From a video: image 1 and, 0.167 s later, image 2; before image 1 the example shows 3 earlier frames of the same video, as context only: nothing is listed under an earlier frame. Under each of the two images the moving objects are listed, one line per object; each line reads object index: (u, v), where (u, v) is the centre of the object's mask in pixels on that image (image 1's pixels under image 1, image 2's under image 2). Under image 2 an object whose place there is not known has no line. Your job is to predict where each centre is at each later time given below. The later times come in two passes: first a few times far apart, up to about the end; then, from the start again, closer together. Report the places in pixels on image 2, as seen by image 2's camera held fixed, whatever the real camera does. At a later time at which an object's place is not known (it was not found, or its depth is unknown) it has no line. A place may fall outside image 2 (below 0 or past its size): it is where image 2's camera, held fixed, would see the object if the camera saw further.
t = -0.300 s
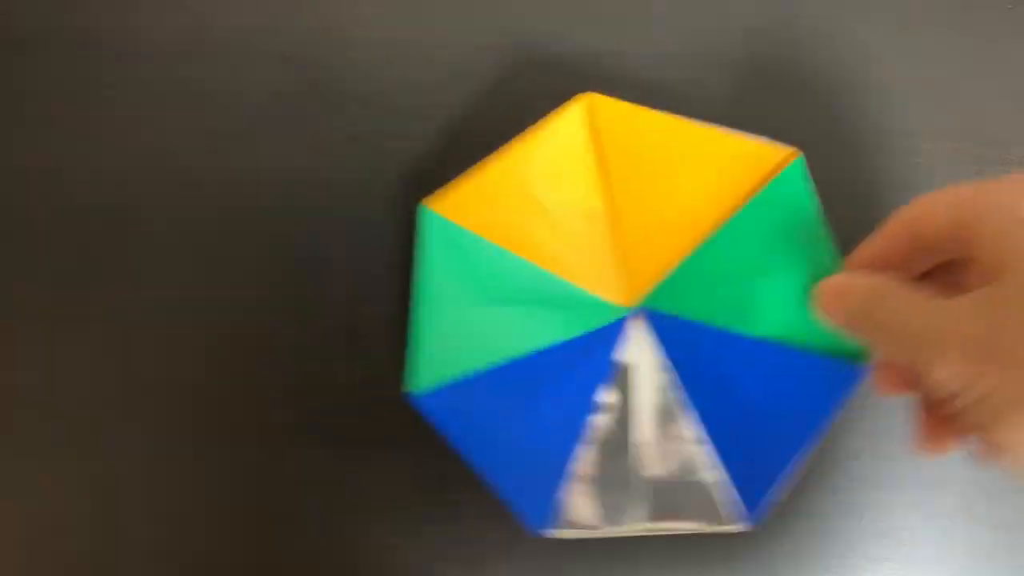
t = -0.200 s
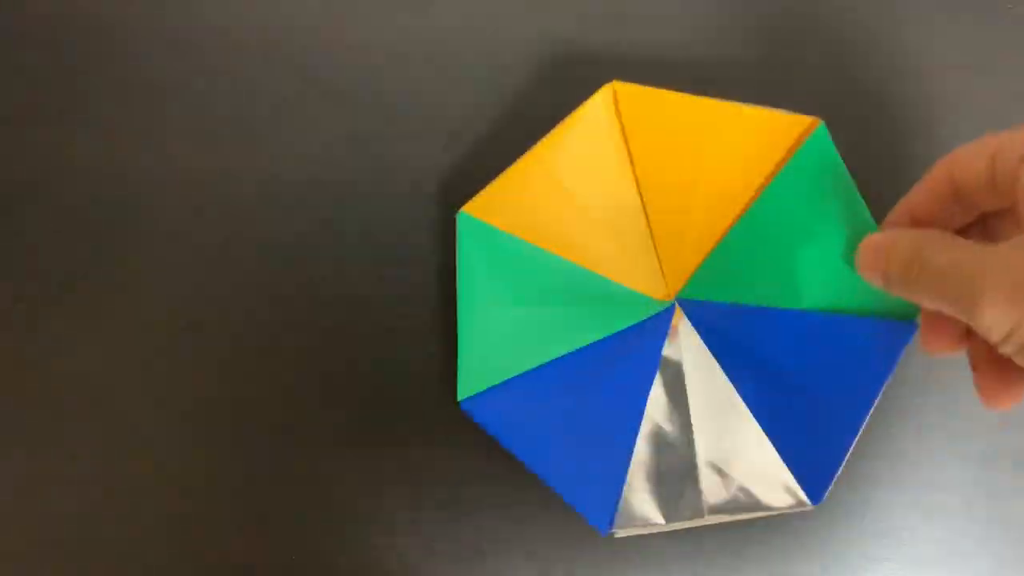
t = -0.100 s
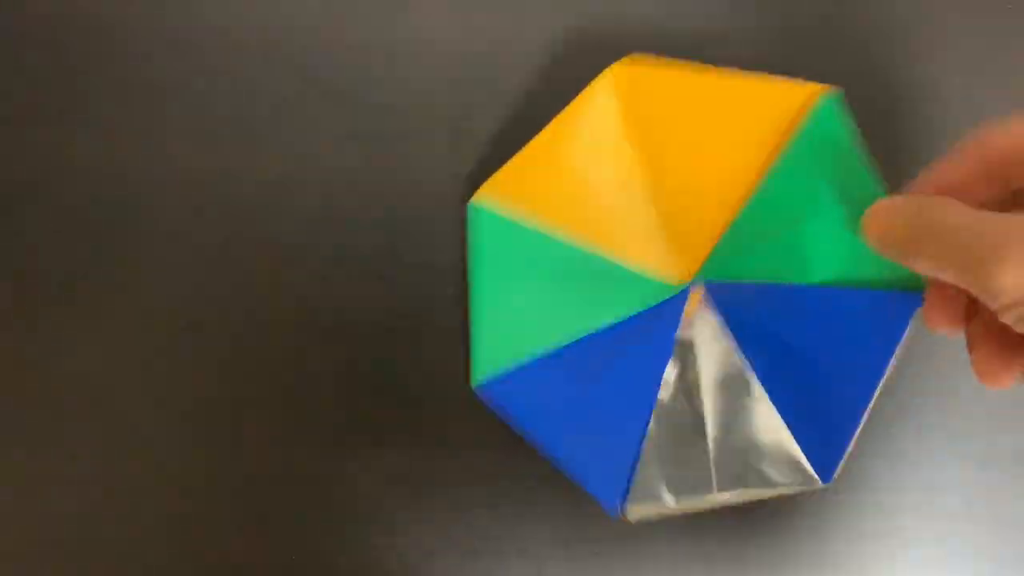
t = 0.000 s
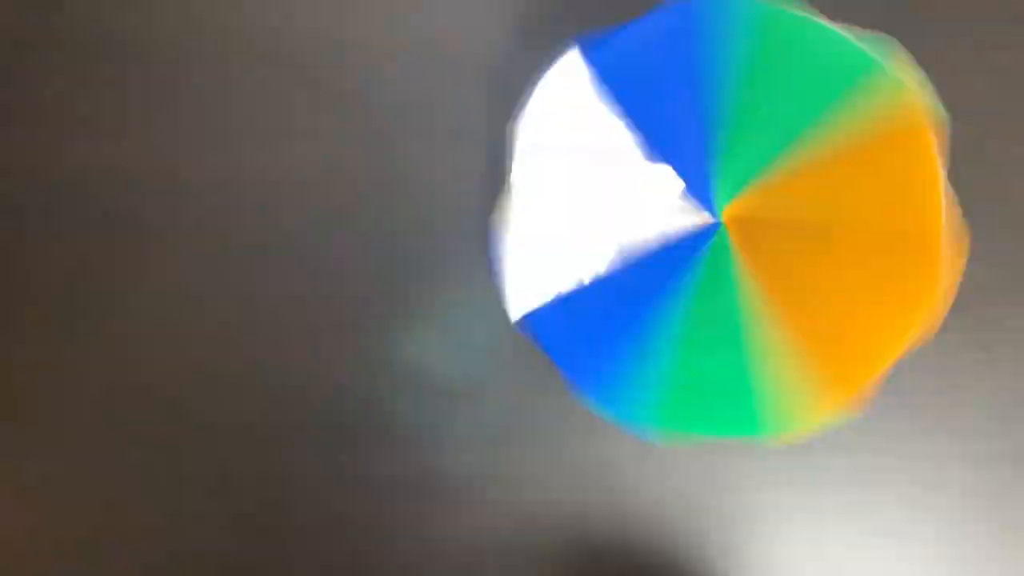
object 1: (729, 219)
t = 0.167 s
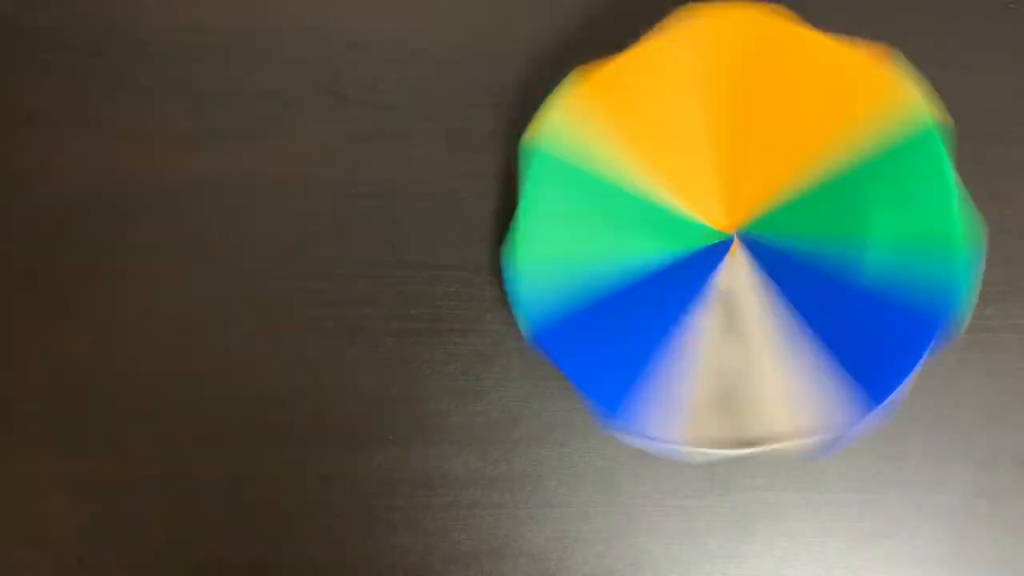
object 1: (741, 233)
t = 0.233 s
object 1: (730, 241)
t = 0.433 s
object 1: (719, 284)
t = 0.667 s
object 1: (673, 323)
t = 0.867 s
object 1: (612, 321)
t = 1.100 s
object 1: (562, 336)
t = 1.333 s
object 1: (530, 355)
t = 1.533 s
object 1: (476, 350)
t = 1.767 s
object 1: (489, 381)
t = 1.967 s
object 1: (477, 362)
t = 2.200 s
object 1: (510, 393)
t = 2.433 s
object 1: (475, 398)
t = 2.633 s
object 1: (471, 372)
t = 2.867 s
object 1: (483, 365)
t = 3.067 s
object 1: (489, 362)
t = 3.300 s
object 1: (489, 362)
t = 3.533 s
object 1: (489, 362)
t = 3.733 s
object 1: (489, 362)
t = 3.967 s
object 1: (489, 362)
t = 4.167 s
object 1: (489, 362)
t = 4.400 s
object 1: (489, 362)
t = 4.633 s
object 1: (489, 363)
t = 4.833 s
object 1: (489, 363)
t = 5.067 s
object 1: (489, 363)
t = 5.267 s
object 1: (489, 363)
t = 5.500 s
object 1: (489, 362)
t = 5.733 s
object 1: (489, 363)
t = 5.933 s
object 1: (489, 362)
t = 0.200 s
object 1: (735, 240)
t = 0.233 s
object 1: (730, 241)
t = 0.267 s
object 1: (729, 242)
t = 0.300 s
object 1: (732, 245)
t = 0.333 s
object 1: (737, 252)
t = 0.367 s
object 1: (737, 263)
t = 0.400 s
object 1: (731, 277)
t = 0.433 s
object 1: (719, 284)
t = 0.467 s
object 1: (705, 289)
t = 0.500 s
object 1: (691, 292)
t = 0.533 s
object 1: (681, 294)
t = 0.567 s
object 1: (680, 297)
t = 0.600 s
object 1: (680, 304)
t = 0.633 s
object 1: (678, 313)
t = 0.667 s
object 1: (673, 323)
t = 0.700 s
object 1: (662, 329)
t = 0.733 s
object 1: (649, 329)
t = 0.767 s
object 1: (636, 325)
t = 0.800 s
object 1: (623, 323)
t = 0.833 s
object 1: (614, 320)
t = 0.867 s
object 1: (612, 321)
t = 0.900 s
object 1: (611, 327)
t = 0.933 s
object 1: (609, 336)
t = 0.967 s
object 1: (604, 344)
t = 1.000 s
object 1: (595, 349)
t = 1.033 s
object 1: (583, 348)
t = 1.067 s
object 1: (571, 343)
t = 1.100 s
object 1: (562, 336)
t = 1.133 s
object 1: (549, 331)
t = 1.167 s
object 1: (541, 326)
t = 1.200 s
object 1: (541, 325)
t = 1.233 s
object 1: (543, 331)
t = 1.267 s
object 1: (542, 340)
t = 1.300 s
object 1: (538, 349)
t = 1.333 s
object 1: (530, 355)
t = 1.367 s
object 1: (519, 359)
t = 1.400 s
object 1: (506, 358)
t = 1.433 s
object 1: (495, 355)
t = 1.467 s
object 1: (484, 358)
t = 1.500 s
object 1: (477, 354)
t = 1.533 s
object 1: (476, 350)
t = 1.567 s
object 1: (482, 348)
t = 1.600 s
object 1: (491, 350)
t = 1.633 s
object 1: (497, 351)
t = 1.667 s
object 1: (500, 359)
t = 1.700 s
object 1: (499, 367)
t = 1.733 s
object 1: (495, 375)
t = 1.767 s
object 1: (489, 381)
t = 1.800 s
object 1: (483, 381)
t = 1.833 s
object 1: (477, 378)
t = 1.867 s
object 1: (472, 374)
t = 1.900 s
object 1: (471, 371)
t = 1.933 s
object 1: (471, 367)
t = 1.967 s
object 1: (477, 362)
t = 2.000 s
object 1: (486, 361)
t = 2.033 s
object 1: (495, 363)
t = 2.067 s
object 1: (504, 367)
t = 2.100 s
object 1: (509, 372)
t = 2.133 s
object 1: (512, 379)
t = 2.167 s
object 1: (513, 387)
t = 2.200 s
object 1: (510, 393)
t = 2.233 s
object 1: (505, 400)
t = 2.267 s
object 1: (499, 404)
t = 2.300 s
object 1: (493, 405)
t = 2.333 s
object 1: (488, 405)
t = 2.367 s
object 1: (483, 404)
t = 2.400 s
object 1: (479, 401)
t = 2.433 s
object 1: (475, 398)
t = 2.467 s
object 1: (472, 395)
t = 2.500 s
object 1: (471, 389)
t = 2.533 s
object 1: (469, 383)
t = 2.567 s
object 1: (469, 378)
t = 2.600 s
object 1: (469, 374)
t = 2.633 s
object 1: (471, 372)
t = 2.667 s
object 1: (474, 369)
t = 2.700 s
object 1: (476, 368)
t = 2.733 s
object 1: (478, 367)
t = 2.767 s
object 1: (479, 366)
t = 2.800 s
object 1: (480, 367)
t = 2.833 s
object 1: (481, 366)
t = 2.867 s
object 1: (483, 365)
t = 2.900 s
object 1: (485, 364)
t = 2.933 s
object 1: (487, 363)
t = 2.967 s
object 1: (489, 363)
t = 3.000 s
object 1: (489, 362)
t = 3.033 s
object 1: (489, 362)
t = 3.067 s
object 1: (489, 362)
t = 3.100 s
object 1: (489, 362)
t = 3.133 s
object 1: (489, 362)
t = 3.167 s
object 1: (490, 362)
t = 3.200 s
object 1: (490, 362)
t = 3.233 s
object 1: (489, 362)
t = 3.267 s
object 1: (489, 362)
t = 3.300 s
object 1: (489, 362)
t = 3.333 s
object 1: (489, 362)
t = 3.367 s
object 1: (489, 362)
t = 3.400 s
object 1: (489, 362)
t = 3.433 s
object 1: (489, 362)
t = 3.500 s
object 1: (489, 362)
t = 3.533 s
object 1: (489, 362)
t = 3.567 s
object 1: (489, 362)
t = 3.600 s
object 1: (489, 362)
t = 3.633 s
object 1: (489, 362)
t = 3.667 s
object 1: (489, 362)
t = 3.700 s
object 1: (489, 362)
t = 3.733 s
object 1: (489, 362)
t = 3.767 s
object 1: (489, 362)
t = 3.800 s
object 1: (489, 362)
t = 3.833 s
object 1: (489, 362)
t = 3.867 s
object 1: (489, 362)
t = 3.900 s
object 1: (489, 362)
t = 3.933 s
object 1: (489, 362)
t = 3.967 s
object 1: (489, 362)
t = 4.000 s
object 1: (489, 362)
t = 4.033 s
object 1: (489, 362)
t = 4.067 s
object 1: (489, 362)
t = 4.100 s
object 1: (489, 362)
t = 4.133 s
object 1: (489, 362)
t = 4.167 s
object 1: (489, 362)
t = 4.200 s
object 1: (489, 362)
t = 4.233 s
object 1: (489, 362)
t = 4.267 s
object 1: (489, 362)
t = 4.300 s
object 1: (489, 362)
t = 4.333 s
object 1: (489, 362)
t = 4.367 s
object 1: (489, 362)
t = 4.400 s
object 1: (489, 362)
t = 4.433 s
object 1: (489, 362)
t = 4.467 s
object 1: (489, 362)
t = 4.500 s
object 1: (489, 362)
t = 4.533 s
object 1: (489, 362)
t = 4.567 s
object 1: (489, 363)
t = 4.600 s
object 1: (489, 363)
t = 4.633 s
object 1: (489, 363)
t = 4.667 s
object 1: (489, 363)
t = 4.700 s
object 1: (489, 362)
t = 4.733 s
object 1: (489, 362)
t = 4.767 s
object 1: (489, 363)
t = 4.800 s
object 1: (489, 363)
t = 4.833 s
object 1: (489, 363)
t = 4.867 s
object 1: (489, 363)
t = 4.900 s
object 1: (489, 363)
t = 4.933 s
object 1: (489, 363)
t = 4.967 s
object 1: (489, 363)
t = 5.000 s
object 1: (489, 363)
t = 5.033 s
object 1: (489, 363)
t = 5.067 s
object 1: (489, 363)
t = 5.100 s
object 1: (489, 363)
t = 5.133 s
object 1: (489, 363)
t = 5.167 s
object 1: (489, 362)
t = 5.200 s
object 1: (489, 362)
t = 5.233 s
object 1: (489, 362)
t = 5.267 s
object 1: (489, 363)
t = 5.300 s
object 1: (489, 363)
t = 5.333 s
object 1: (489, 363)
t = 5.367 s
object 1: (489, 363)
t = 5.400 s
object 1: (489, 363)
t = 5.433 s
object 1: (489, 362)
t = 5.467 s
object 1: (489, 362)
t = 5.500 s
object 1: (489, 362)
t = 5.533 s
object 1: (489, 363)
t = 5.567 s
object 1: (489, 363)
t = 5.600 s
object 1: (489, 363)
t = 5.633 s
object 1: (489, 363)
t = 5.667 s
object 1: (489, 363)
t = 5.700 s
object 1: (489, 362)
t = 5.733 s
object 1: (489, 363)
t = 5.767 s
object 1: (489, 363)
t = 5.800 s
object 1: (489, 363)
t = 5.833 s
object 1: (489, 363)
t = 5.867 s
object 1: (489, 363)
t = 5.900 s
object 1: (489, 362)
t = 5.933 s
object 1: (489, 362)
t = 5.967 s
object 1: (489, 362)
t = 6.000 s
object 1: (489, 362)
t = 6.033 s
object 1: (489, 363)
